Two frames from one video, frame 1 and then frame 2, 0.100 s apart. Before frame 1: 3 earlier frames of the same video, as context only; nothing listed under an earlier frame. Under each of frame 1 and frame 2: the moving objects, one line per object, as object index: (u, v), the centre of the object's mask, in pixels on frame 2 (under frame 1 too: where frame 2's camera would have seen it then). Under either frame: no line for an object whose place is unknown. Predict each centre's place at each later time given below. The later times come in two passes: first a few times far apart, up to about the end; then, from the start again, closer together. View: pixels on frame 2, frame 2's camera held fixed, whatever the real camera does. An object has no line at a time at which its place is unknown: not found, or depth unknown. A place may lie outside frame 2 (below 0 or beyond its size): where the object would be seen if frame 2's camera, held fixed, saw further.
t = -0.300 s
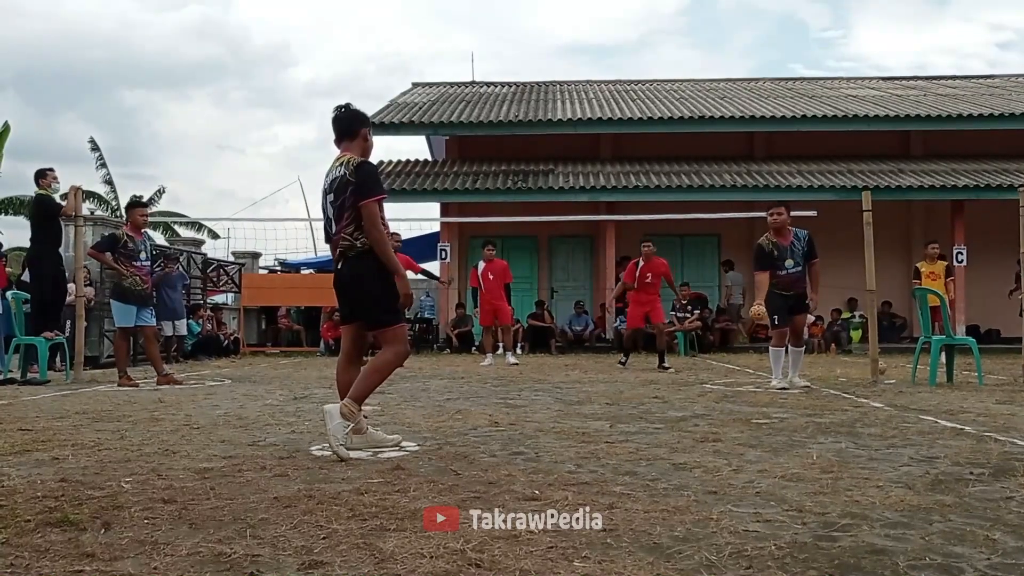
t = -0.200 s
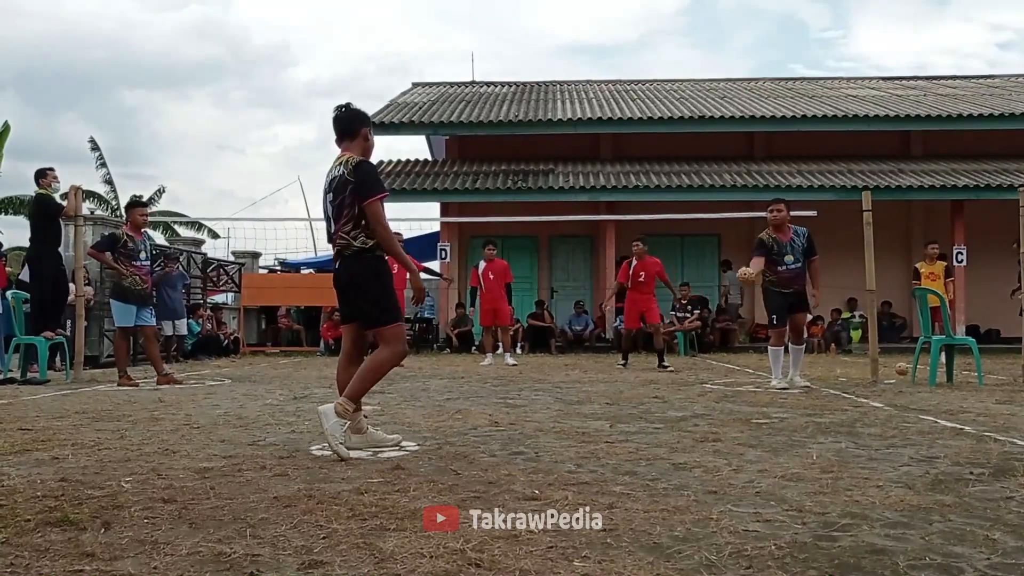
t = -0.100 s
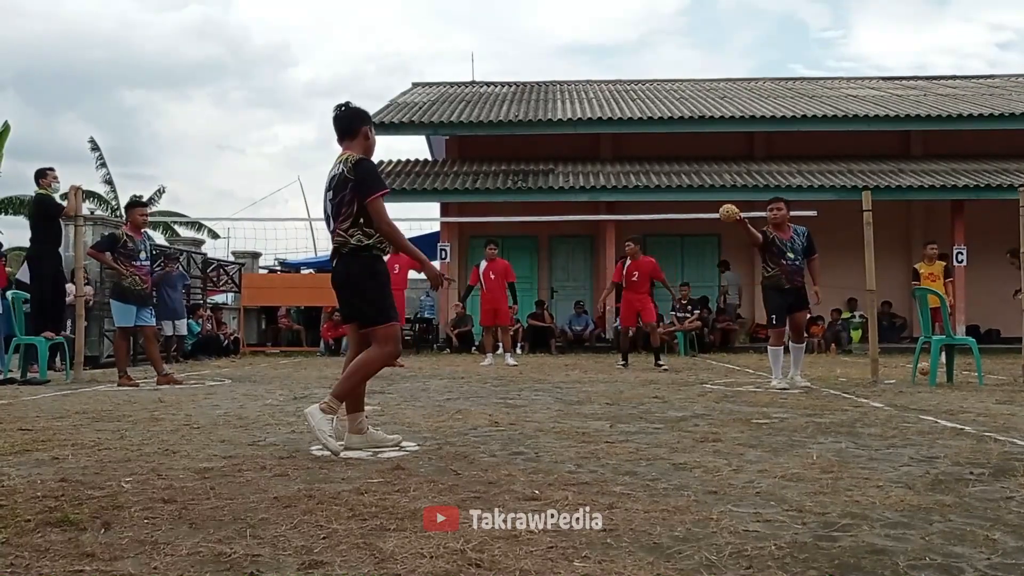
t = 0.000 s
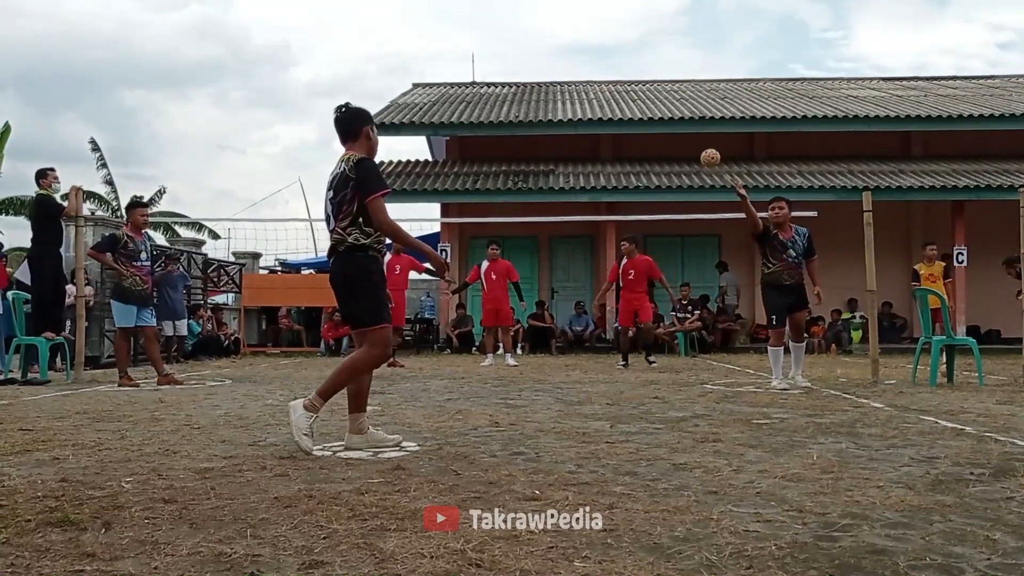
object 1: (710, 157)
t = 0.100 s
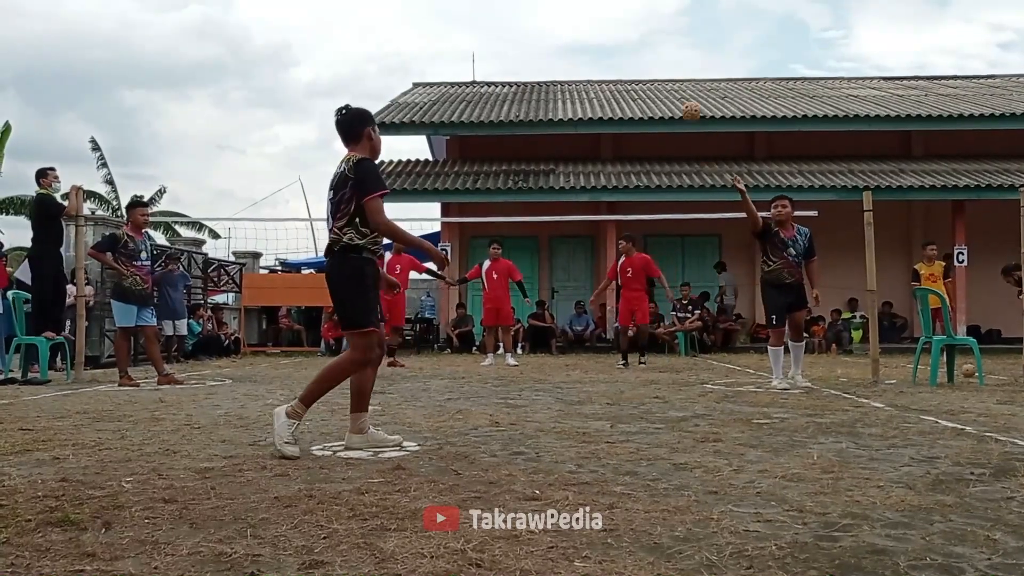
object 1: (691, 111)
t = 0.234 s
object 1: (662, 67)
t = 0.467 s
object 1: (603, 45)
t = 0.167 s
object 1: (677, 87)
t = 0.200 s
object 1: (670, 76)
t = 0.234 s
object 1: (662, 67)
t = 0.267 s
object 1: (655, 59)
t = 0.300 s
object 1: (647, 53)
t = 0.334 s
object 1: (639, 48)
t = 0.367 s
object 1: (630, 44)
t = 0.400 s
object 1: (621, 43)
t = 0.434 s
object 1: (612, 43)
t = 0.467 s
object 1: (603, 45)
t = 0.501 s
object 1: (594, 49)
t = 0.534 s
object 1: (584, 56)
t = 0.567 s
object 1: (573, 64)
